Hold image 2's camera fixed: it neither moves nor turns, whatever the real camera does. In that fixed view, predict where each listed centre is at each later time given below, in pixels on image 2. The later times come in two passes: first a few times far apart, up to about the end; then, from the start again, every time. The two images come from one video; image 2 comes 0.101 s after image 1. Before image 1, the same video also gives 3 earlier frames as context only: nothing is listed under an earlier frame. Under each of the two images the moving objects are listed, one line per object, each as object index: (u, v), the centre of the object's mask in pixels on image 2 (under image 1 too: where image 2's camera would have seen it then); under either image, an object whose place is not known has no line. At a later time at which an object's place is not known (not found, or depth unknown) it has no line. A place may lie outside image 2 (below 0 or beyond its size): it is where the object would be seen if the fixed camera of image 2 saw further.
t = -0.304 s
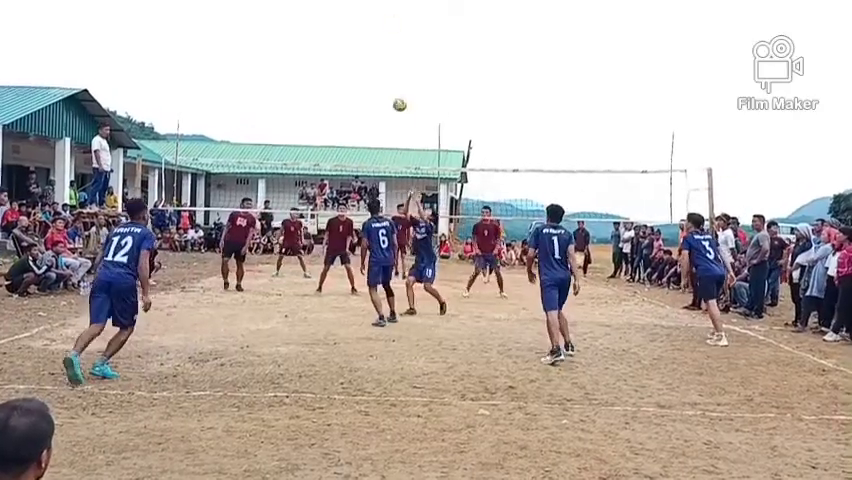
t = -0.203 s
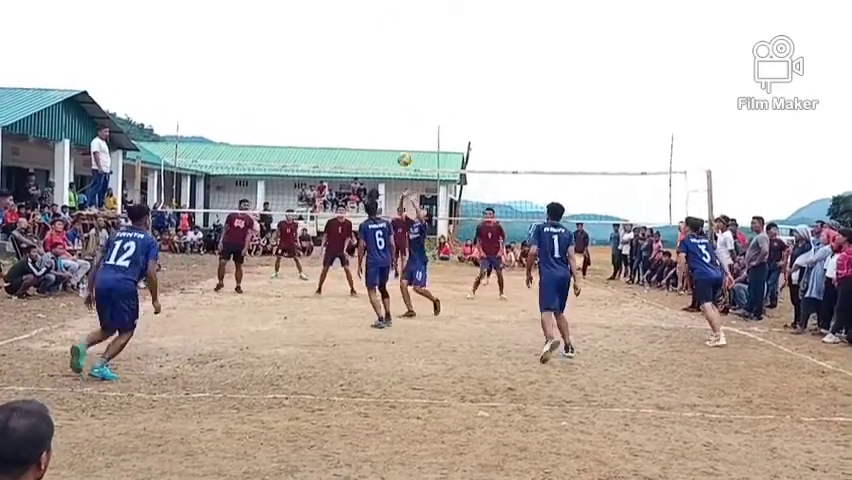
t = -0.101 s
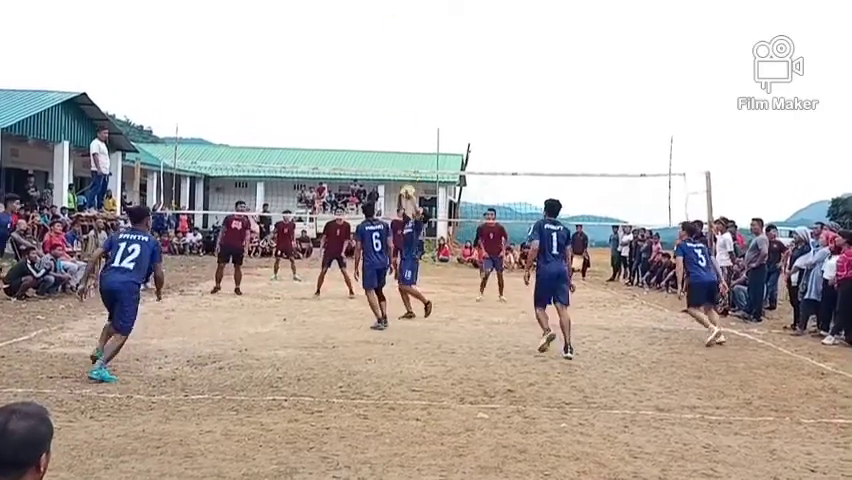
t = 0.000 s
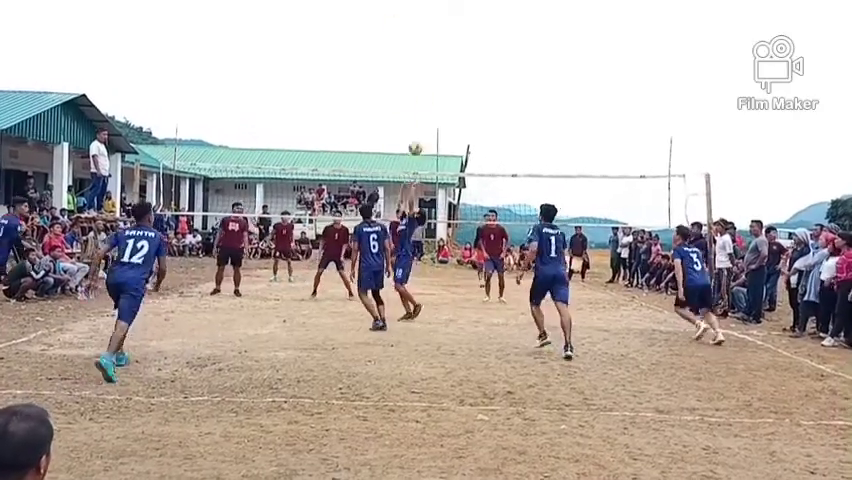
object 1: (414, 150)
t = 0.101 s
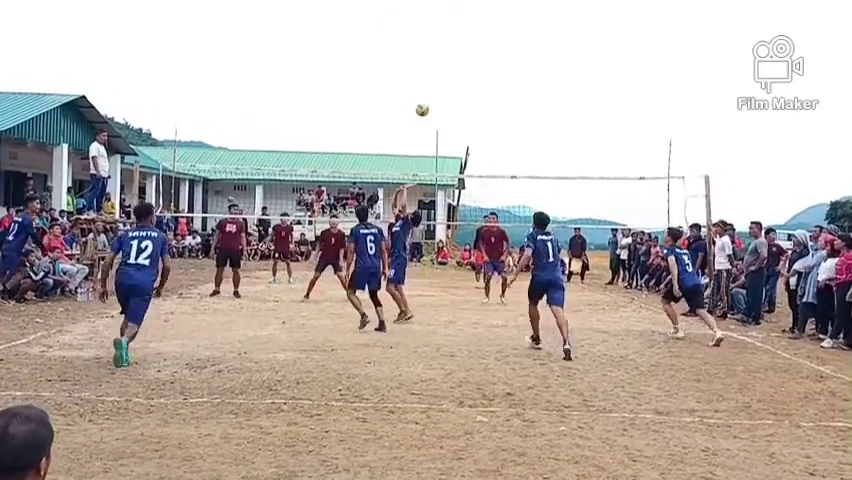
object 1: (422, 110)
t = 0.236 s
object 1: (430, 67)
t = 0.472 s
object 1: (444, 23)
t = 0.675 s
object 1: (455, 14)
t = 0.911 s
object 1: (466, 37)
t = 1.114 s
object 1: (473, 85)
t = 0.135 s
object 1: (424, 98)
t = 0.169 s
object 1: (426, 87)
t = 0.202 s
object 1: (428, 77)
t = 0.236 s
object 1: (430, 67)
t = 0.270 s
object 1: (433, 59)
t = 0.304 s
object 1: (435, 51)
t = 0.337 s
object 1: (437, 44)
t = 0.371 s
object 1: (439, 38)
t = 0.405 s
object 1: (440, 32)
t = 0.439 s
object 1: (442, 27)
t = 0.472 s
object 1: (444, 23)
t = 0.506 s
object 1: (446, 20)
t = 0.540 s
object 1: (448, 17)
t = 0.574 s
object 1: (449, 15)
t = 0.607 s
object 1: (451, 14)
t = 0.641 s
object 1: (453, 14)
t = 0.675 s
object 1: (455, 14)
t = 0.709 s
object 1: (456, 15)
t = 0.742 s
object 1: (458, 17)
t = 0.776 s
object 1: (460, 19)
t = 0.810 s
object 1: (461, 23)
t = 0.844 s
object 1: (463, 27)
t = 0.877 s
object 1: (464, 32)
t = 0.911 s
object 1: (466, 37)
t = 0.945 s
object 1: (467, 43)
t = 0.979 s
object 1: (468, 50)
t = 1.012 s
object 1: (470, 58)
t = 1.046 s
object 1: (471, 66)
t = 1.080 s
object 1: (472, 75)
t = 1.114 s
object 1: (473, 85)
